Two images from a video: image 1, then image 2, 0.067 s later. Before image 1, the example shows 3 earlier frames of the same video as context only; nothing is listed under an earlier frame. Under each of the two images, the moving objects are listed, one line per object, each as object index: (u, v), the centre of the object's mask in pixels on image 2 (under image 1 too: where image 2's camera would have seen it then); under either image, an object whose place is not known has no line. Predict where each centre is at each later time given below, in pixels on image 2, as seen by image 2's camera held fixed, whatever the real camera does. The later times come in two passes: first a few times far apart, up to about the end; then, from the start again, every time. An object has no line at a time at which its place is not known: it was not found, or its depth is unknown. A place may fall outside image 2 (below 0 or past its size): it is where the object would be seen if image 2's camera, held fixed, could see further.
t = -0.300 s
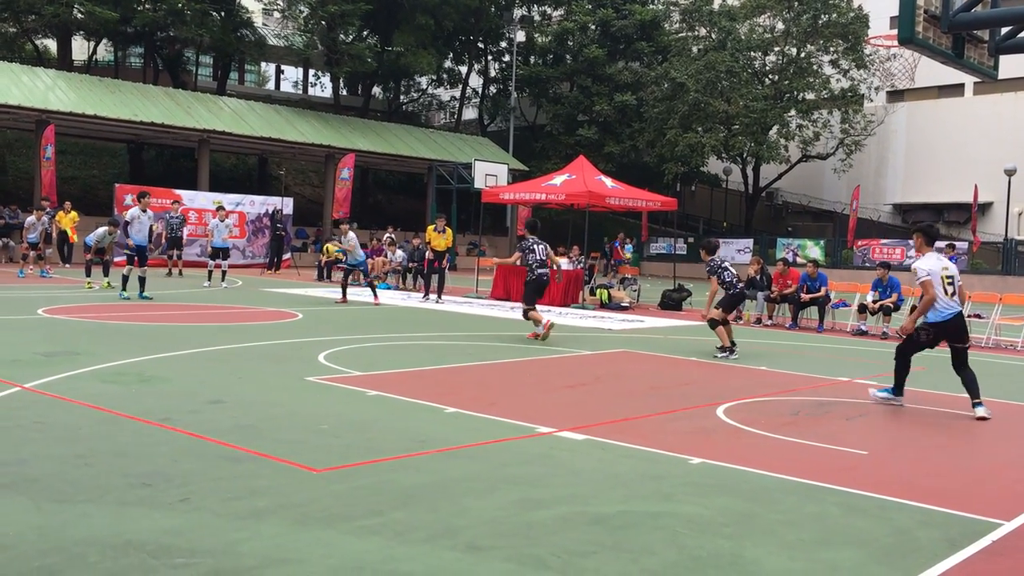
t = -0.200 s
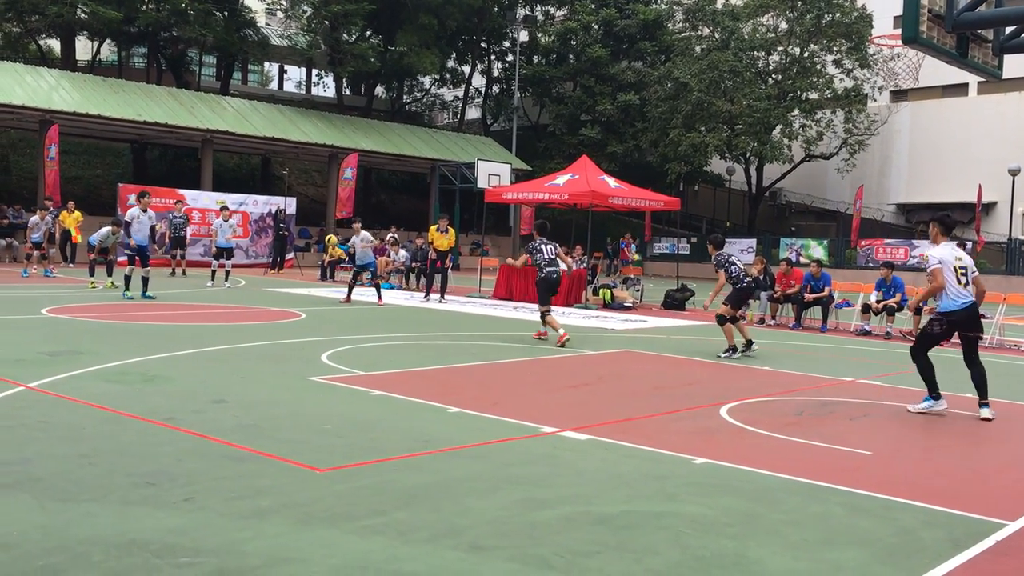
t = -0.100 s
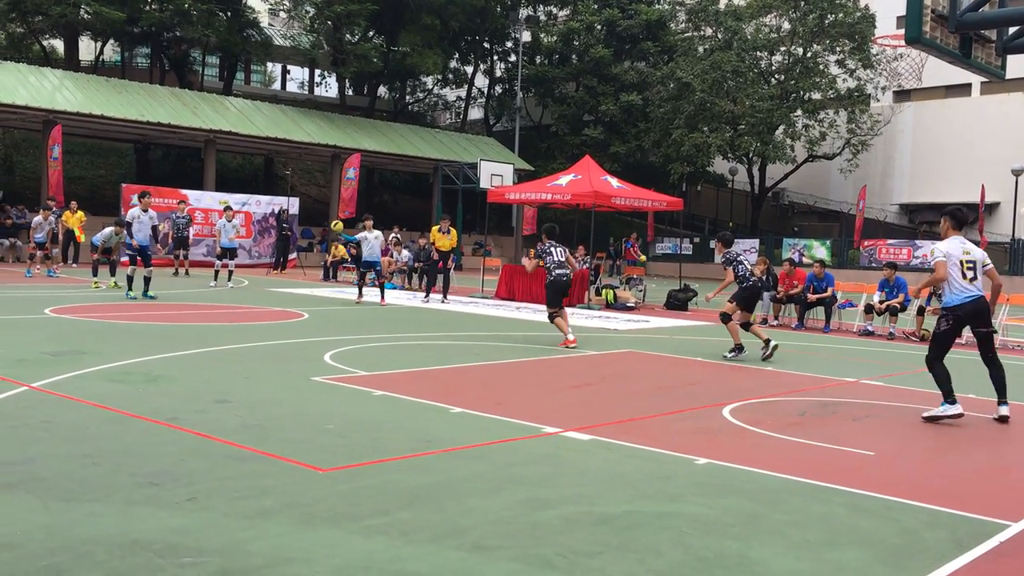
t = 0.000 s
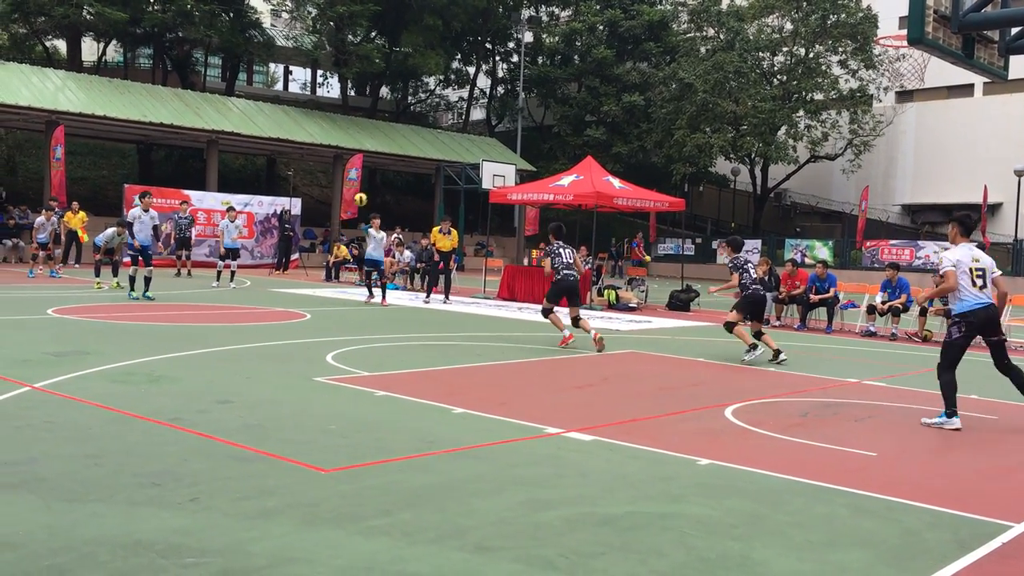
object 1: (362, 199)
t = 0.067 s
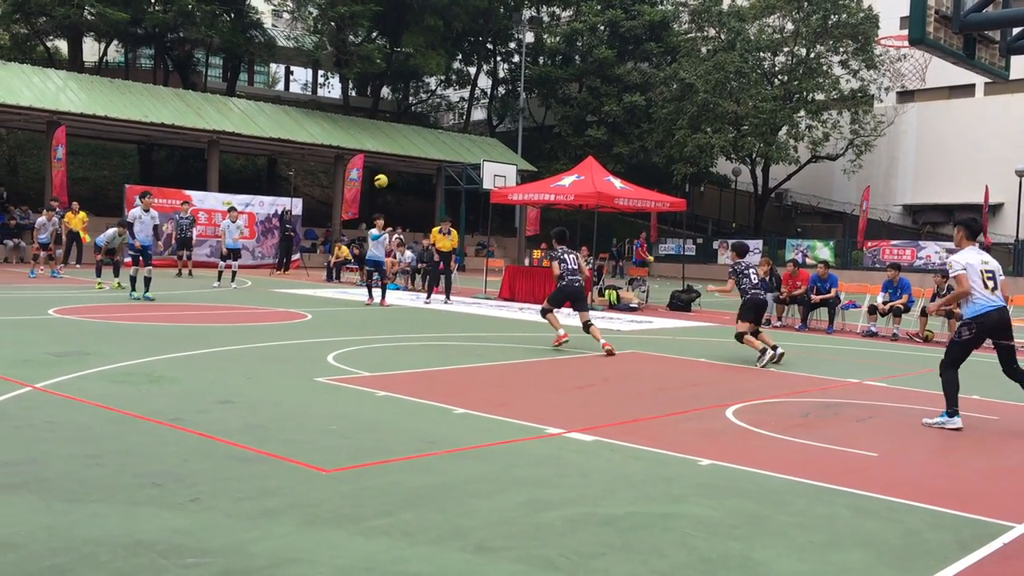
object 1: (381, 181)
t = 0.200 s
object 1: (422, 147)
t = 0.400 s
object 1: (491, 107)
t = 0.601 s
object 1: (574, 86)
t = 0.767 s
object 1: (661, 89)
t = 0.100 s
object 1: (390, 172)
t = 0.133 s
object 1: (401, 163)
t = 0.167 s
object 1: (411, 155)
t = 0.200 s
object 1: (422, 147)
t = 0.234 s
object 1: (432, 139)
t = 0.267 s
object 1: (443, 132)
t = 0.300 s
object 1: (455, 125)
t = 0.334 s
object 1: (466, 119)
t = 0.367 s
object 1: (479, 112)
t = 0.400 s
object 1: (491, 107)
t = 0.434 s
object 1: (503, 102)
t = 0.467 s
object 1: (517, 98)
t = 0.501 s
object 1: (531, 94)
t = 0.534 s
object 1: (544, 91)
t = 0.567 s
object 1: (559, 88)
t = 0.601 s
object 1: (574, 86)
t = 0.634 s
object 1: (590, 85)
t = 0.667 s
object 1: (607, 84)
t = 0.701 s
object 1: (624, 84)
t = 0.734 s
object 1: (642, 87)
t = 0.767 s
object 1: (661, 89)
